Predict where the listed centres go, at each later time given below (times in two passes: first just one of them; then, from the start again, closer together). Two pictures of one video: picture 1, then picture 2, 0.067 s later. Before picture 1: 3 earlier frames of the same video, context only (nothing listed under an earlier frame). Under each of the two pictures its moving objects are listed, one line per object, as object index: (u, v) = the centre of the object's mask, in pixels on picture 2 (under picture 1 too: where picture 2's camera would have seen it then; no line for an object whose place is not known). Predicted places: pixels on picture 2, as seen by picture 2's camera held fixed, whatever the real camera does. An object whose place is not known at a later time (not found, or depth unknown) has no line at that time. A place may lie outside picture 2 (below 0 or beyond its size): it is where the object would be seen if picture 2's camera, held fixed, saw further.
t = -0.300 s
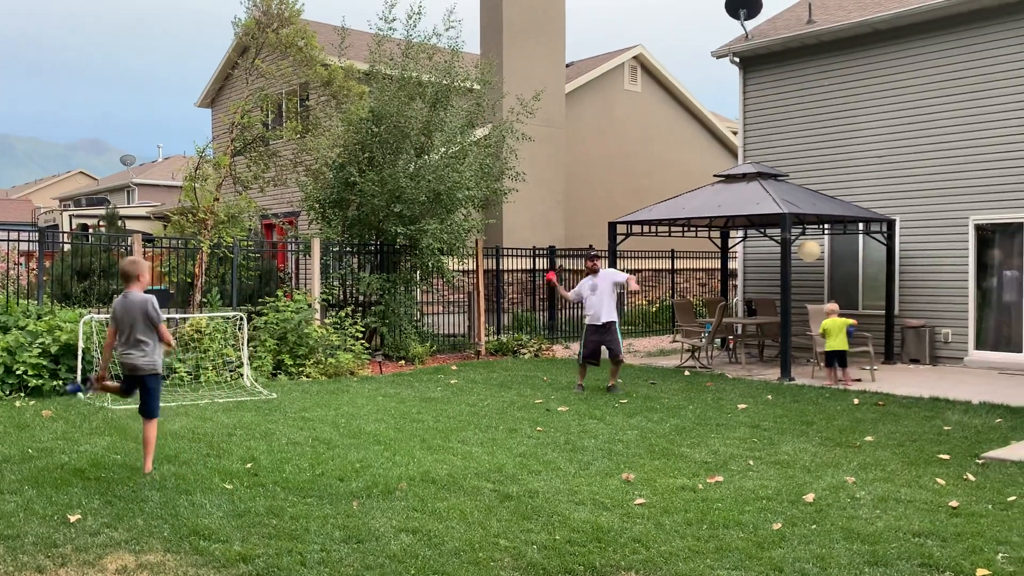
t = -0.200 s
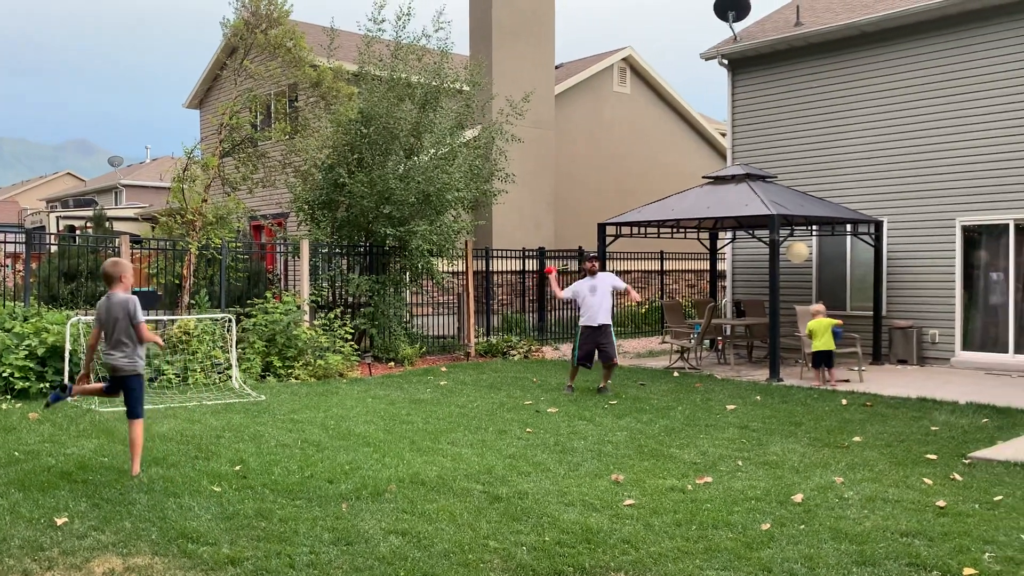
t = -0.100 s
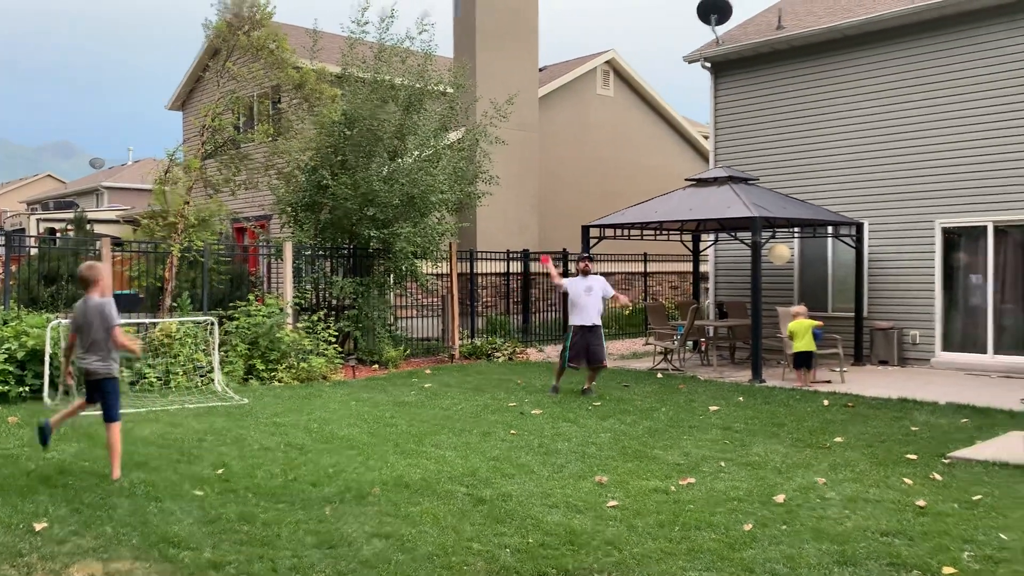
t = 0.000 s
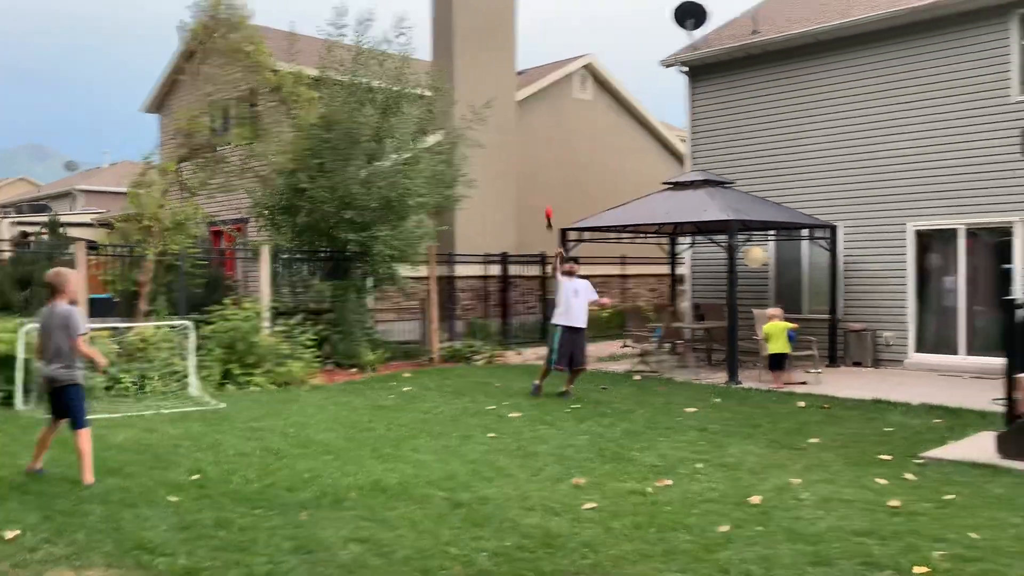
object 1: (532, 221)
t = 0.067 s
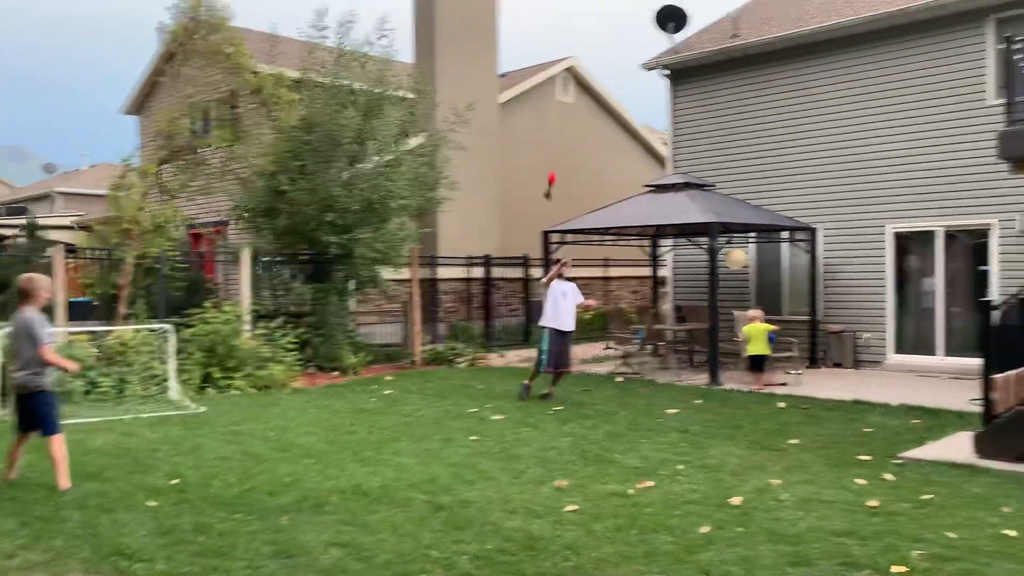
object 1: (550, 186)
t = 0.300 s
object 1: (631, 62)
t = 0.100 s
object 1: (560, 167)
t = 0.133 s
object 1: (571, 149)
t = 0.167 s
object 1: (582, 131)
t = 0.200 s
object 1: (594, 111)
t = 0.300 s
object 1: (631, 62)
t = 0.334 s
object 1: (644, 45)
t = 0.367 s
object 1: (661, 27)
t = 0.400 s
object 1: (679, 9)
